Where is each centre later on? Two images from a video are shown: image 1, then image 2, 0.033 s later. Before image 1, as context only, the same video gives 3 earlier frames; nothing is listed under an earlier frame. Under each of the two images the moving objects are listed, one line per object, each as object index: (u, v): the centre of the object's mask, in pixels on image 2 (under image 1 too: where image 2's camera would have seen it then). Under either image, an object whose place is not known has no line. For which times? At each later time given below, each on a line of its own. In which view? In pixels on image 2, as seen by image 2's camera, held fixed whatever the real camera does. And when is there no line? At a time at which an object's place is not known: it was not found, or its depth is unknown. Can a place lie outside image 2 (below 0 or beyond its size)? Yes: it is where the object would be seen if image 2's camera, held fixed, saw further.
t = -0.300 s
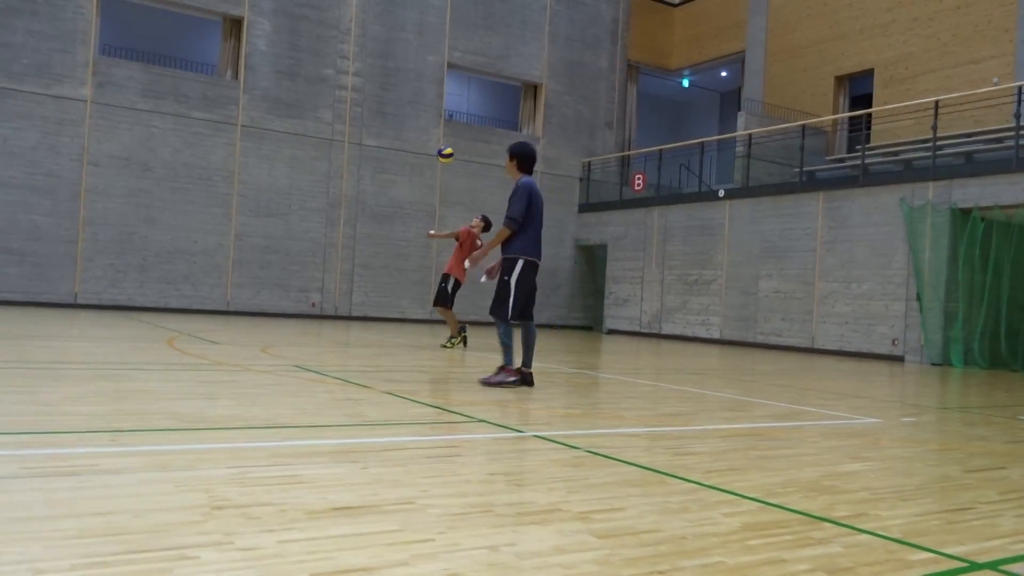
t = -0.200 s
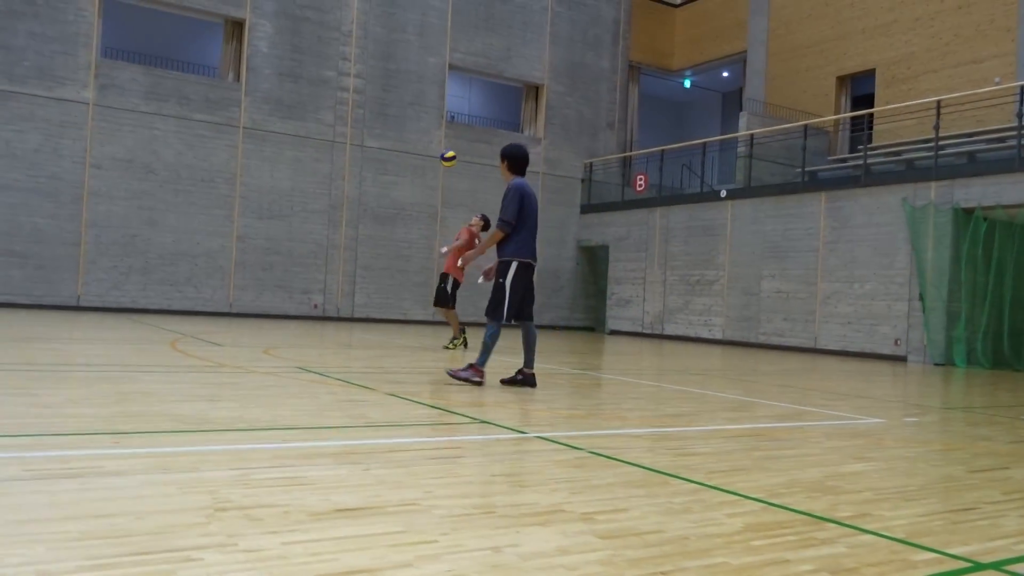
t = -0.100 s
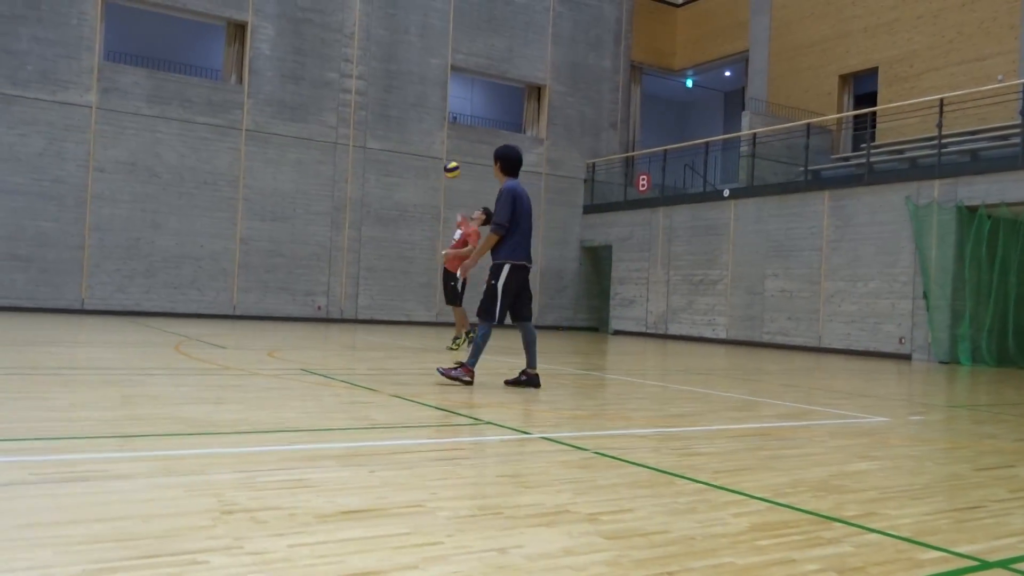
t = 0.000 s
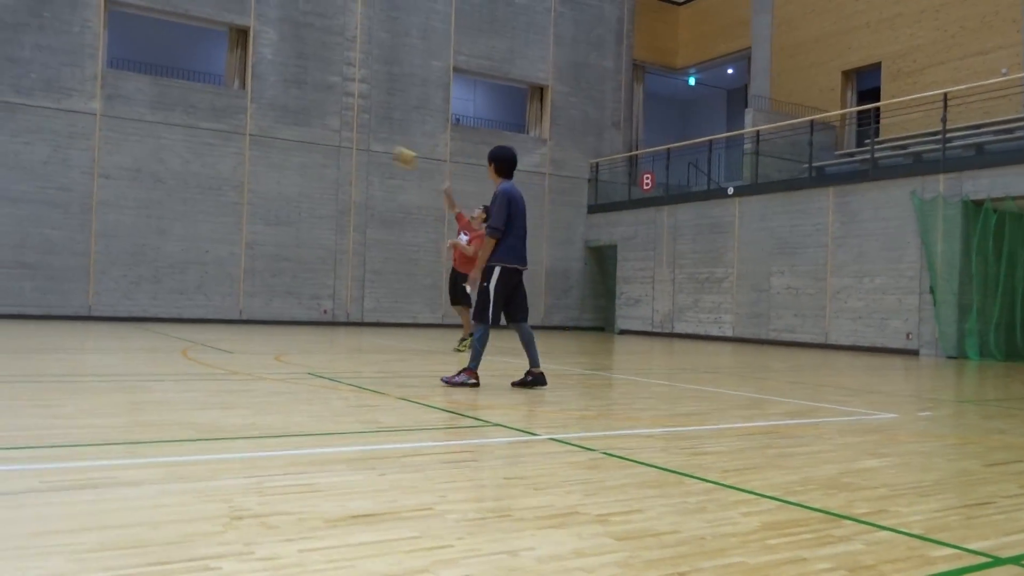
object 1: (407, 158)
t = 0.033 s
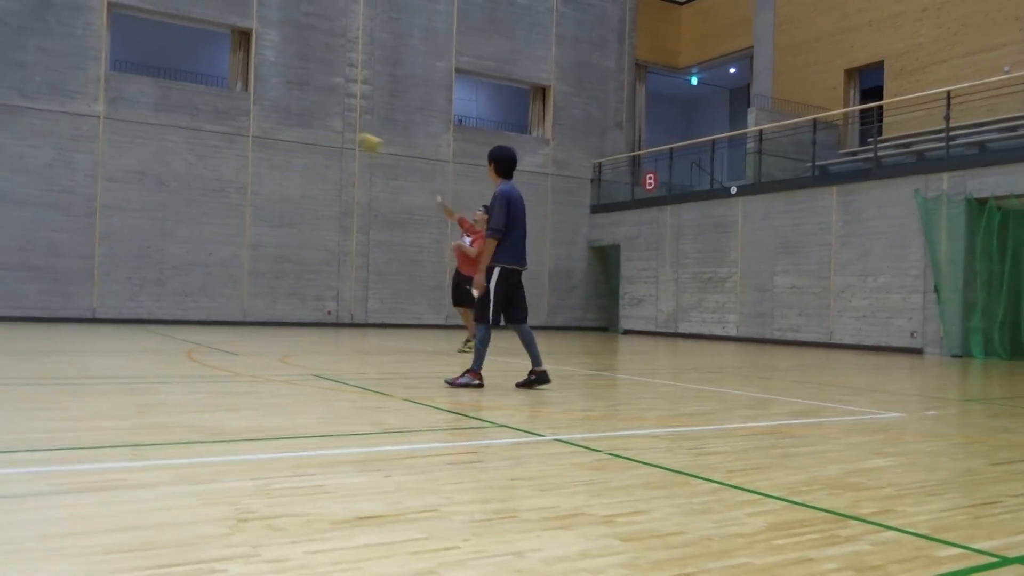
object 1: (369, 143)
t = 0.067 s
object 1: (329, 127)
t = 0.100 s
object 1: (288, 112)
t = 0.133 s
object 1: (241, 95)
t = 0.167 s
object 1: (190, 78)
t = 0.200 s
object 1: (138, 62)
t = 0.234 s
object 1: (81, 45)
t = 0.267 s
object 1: (20, 28)
